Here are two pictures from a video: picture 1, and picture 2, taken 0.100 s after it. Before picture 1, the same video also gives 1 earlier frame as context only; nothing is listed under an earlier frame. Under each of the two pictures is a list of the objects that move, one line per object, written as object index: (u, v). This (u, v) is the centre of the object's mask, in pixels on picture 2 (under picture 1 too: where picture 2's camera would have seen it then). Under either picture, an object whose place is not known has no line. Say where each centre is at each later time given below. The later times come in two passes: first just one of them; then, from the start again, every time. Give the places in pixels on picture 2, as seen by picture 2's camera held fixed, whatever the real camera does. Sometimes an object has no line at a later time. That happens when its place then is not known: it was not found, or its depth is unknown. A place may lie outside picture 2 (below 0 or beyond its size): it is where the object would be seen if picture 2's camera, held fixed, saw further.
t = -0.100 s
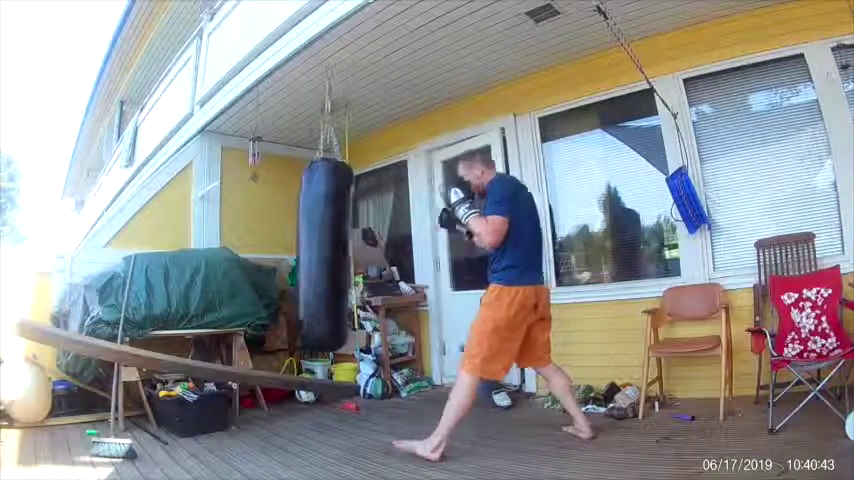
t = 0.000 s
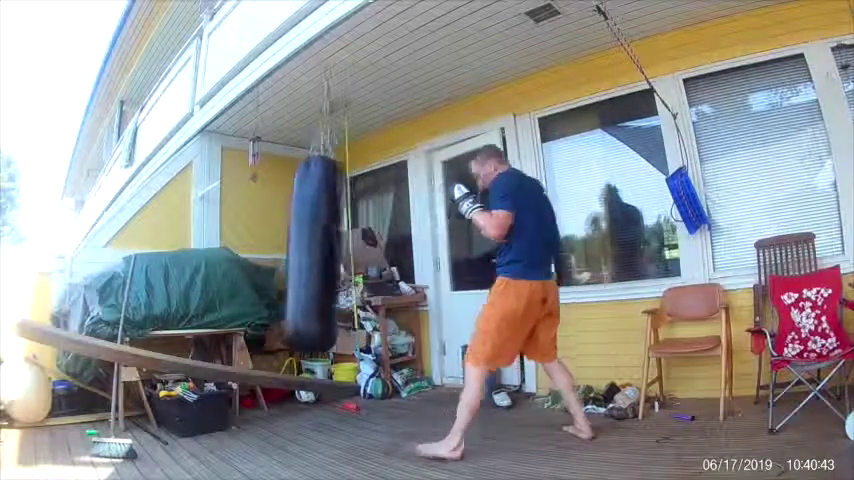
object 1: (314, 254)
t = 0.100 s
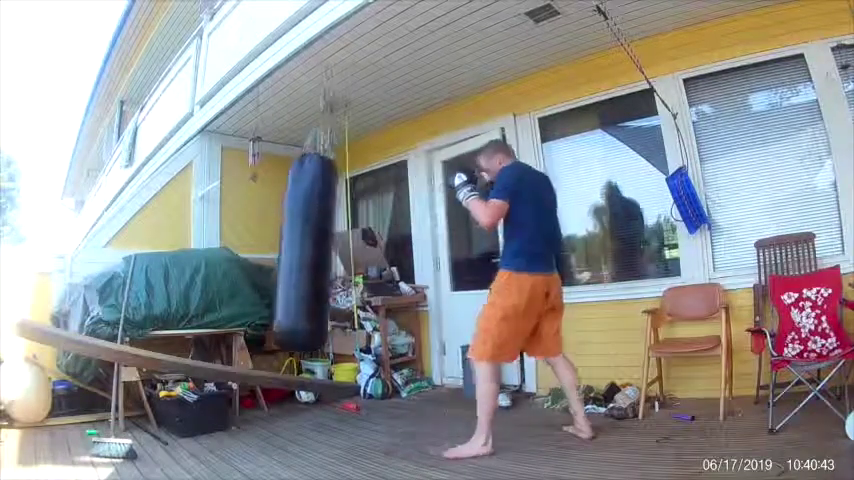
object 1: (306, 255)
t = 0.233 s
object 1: (299, 251)
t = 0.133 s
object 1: (304, 253)
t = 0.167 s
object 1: (302, 252)
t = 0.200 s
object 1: (301, 252)
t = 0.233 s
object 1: (299, 251)
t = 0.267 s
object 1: (298, 251)
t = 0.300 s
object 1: (297, 252)
